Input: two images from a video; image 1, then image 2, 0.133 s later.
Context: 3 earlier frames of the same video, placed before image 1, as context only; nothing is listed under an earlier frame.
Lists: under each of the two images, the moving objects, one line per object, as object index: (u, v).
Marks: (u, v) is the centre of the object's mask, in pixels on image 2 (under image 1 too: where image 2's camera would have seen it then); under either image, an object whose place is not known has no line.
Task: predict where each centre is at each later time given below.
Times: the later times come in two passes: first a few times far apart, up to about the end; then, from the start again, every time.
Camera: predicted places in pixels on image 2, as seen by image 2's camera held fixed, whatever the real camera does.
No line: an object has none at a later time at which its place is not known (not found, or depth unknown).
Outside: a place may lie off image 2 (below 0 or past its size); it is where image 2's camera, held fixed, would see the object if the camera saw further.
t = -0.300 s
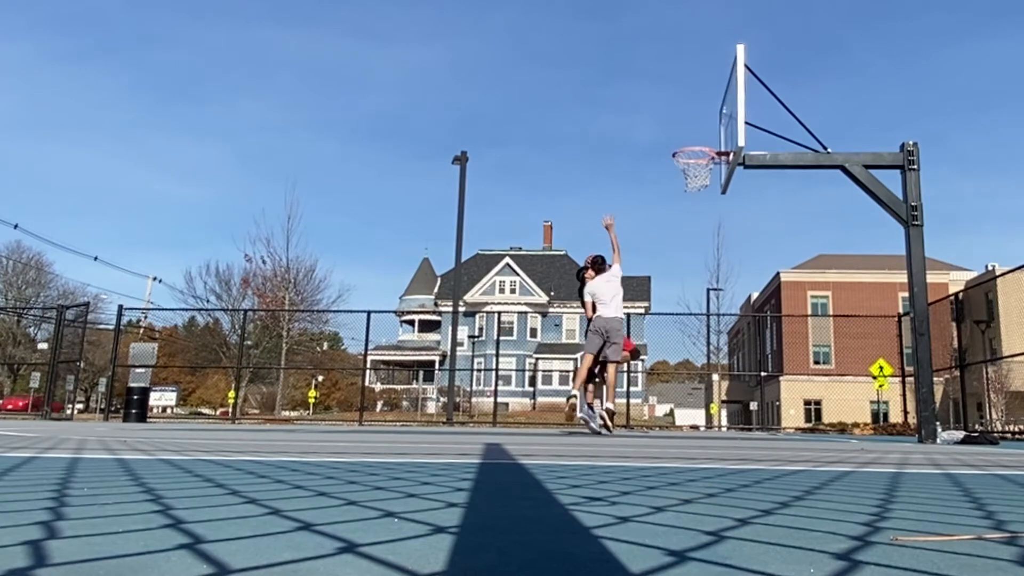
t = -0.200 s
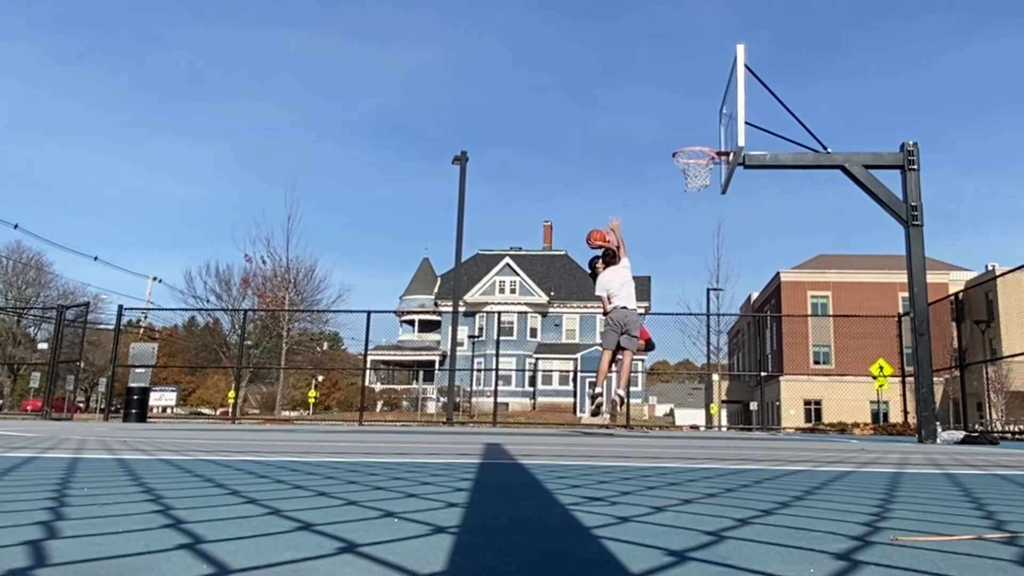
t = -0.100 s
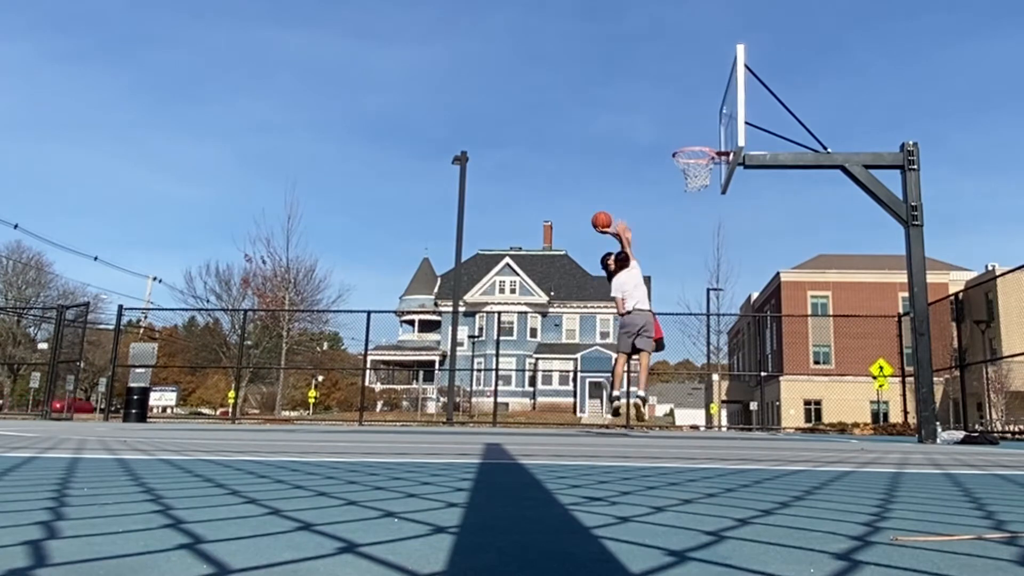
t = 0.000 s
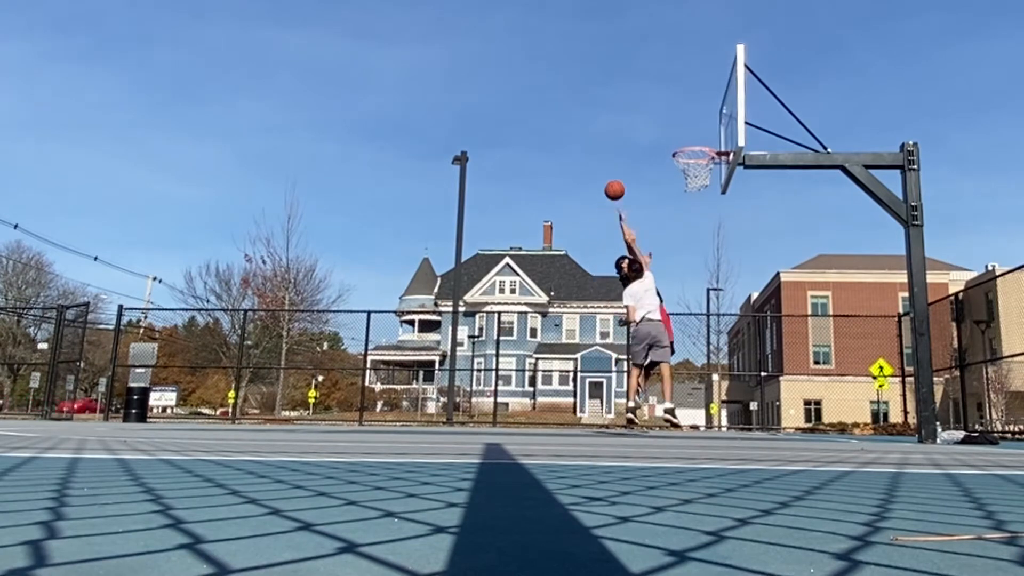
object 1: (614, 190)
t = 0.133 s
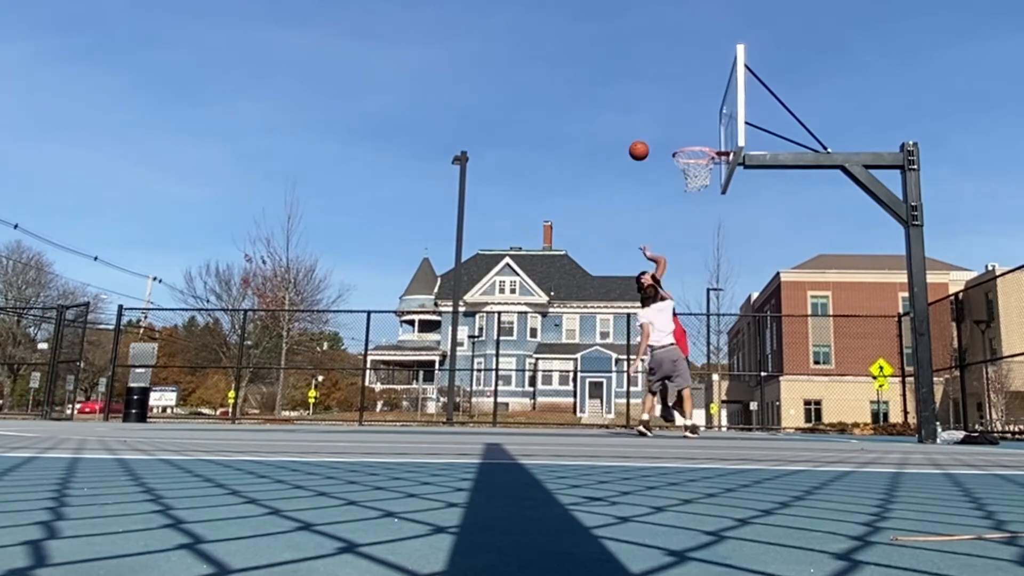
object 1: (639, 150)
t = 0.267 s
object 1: (663, 124)
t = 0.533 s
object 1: (714, 114)
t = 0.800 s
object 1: (691, 165)
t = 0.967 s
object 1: (678, 203)
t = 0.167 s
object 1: (645, 143)
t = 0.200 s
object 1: (651, 136)
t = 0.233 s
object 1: (657, 130)
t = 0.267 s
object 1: (663, 124)
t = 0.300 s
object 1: (670, 120)
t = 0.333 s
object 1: (676, 116)
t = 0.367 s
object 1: (682, 114)
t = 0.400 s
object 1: (688, 112)
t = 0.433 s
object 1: (695, 111)
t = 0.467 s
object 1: (701, 111)
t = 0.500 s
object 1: (708, 112)
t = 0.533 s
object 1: (714, 114)
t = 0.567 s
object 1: (716, 117)
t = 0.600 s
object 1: (712, 121)
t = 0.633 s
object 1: (709, 126)
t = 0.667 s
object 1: (705, 132)
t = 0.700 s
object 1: (701, 138)
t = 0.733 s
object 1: (698, 142)
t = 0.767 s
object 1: (695, 157)
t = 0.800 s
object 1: (691, 165)
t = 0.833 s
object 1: (687, 174)
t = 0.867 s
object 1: (684, 182)
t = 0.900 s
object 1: (682, 187)
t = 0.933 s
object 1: (680, 194)
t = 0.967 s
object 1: (678, 203)
